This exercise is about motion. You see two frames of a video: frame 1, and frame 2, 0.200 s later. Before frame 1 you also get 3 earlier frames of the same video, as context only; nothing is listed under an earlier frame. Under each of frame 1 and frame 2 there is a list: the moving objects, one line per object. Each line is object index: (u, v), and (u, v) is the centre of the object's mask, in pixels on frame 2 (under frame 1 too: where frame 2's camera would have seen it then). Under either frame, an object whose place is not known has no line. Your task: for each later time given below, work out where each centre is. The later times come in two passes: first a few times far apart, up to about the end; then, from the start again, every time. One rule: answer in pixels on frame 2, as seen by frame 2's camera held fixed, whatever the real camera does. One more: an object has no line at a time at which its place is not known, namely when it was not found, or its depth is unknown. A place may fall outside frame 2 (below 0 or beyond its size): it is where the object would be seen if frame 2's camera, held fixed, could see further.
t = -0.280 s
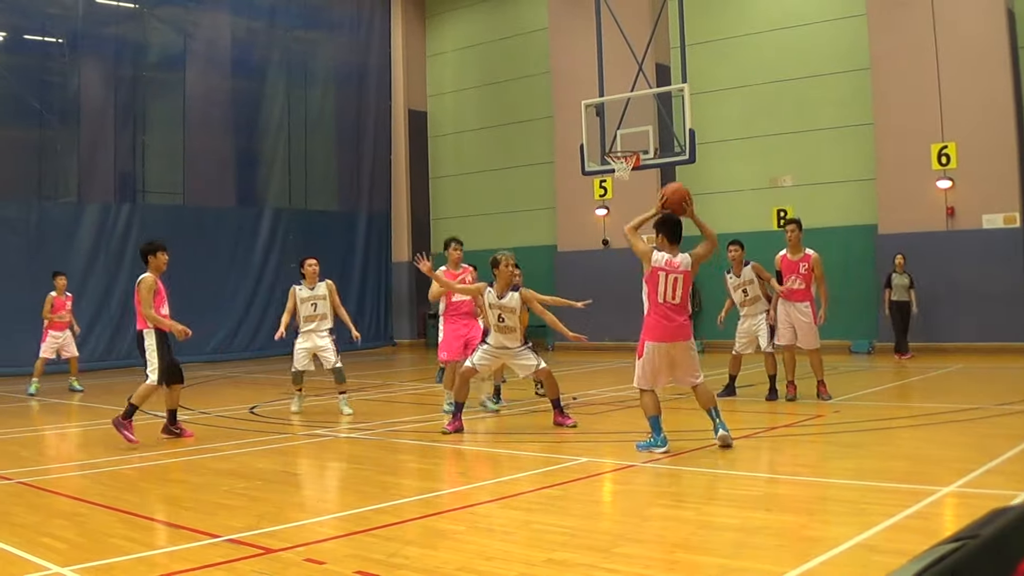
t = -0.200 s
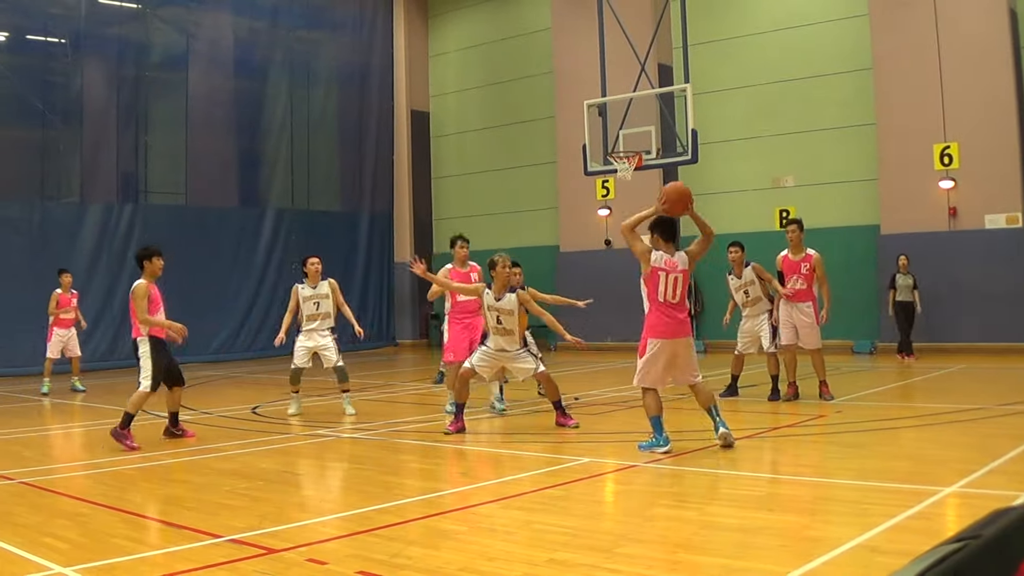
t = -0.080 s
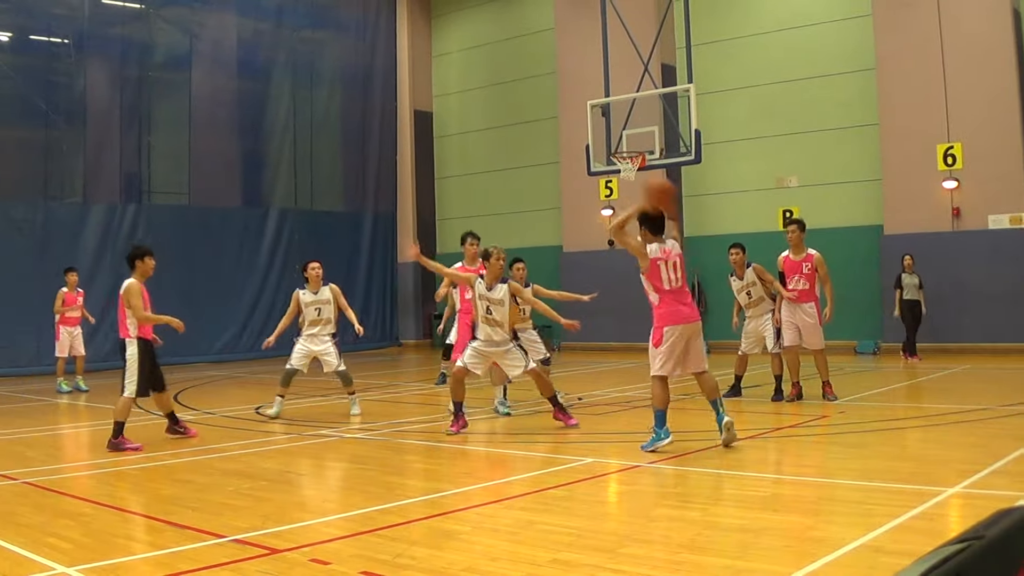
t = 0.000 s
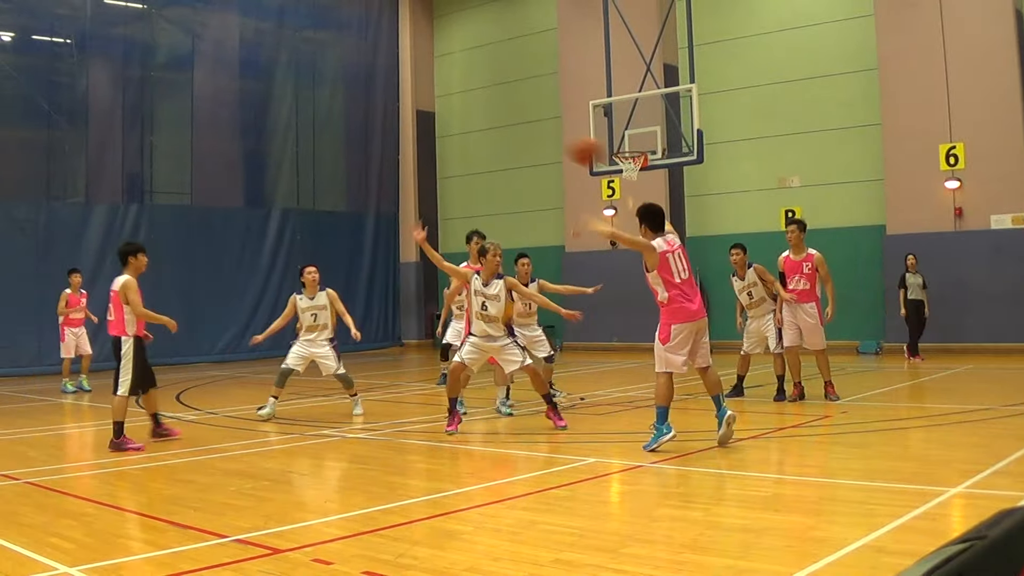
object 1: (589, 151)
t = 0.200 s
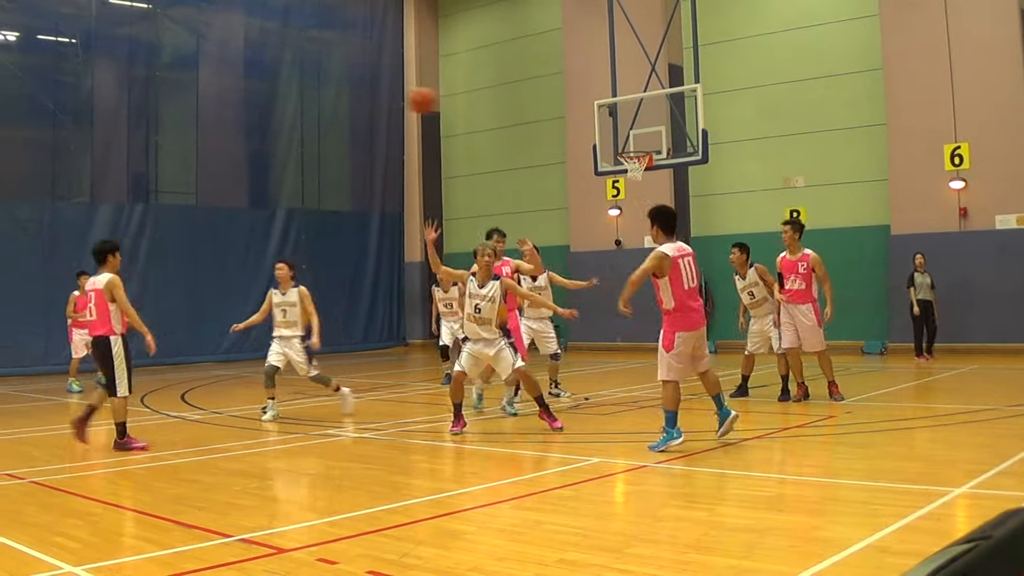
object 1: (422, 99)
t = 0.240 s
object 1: (392, 97)
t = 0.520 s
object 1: (245, 118)
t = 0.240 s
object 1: (392, 97)
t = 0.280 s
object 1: (368, 96)
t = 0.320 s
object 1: (345, 96)
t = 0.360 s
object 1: (323, 97)
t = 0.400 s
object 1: (302, 100)
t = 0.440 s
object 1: (282, 105)
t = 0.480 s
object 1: (262, 111)
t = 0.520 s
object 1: (245, 118)
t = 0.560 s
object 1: (228, 125)
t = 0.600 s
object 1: (211, 134)
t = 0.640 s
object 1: (196, 144)
